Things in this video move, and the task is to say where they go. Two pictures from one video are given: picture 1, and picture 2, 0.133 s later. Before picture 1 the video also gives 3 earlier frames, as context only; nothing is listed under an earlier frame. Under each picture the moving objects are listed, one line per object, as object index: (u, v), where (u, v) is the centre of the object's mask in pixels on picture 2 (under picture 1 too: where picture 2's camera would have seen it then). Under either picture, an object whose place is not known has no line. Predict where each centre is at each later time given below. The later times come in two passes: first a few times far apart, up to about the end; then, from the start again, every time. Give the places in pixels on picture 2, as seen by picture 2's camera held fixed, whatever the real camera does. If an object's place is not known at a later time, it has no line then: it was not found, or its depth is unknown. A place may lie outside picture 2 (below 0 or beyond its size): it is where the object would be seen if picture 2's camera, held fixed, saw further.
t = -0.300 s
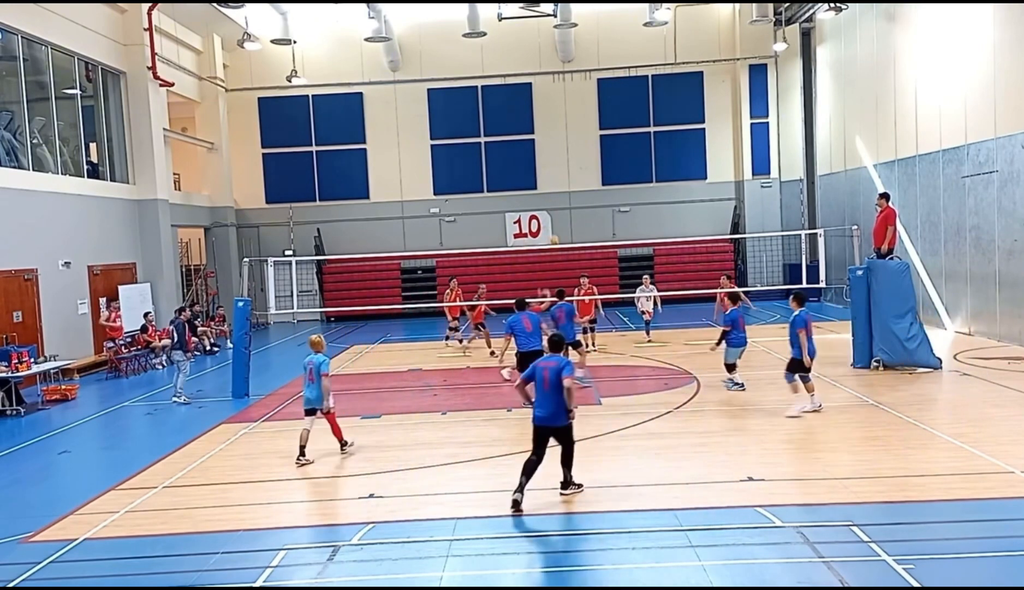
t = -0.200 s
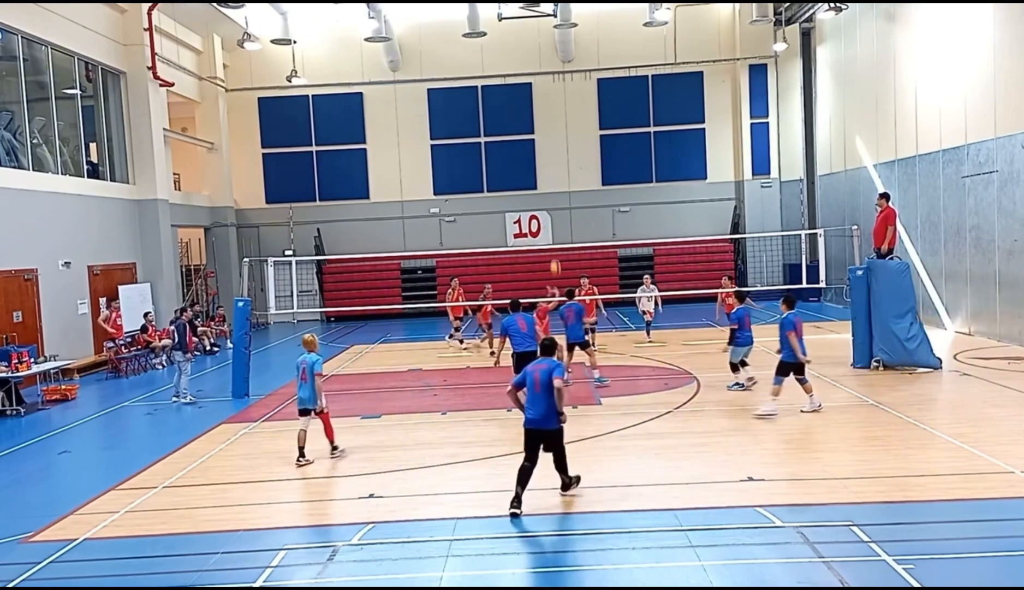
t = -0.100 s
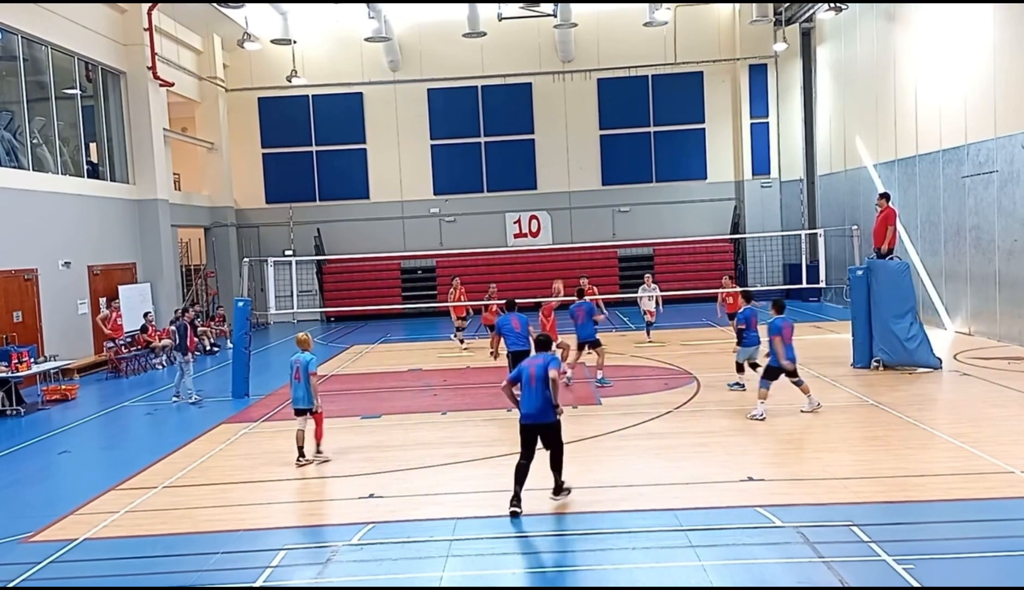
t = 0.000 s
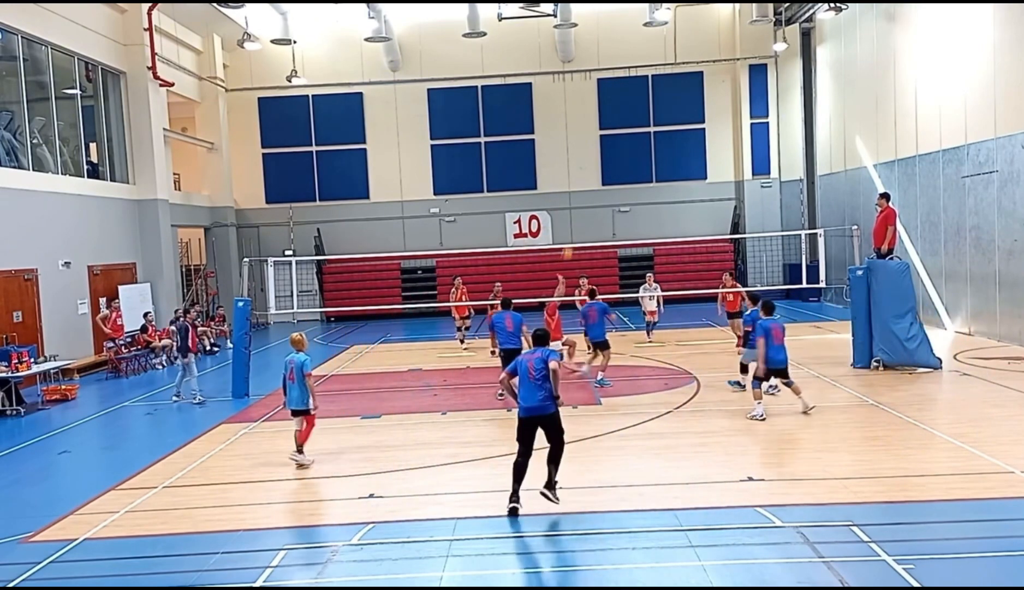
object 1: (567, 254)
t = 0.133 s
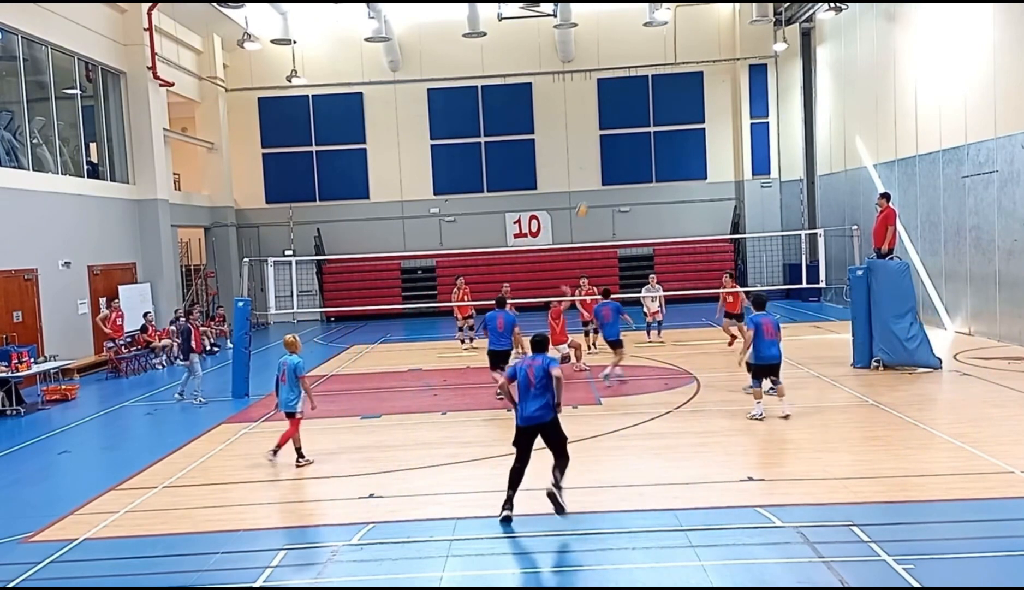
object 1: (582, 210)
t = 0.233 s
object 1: (592, 186)
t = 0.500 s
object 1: (624, 145)
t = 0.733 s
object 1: (651, 140)
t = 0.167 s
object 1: (585, 201)
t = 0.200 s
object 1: (589, 194)
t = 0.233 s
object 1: (592, 186)
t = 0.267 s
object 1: (597, 178)
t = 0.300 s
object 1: (601, 171)
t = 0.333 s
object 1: (604, 165)
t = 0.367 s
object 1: (608, 160)
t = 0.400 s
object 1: (612, 156)
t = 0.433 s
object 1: (616, 152)
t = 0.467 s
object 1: (620, 148)
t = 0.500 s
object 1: (624, 145)
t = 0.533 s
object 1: (628, 142)
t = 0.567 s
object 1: (632, 140)
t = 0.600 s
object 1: (636, 139)
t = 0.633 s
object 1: (639, 139)
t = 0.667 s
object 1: (643, 138)
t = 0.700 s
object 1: (648, 138)
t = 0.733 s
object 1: (651, 140)
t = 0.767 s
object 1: (656, 141)
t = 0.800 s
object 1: (660, 143)
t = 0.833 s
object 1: (664, 146)
